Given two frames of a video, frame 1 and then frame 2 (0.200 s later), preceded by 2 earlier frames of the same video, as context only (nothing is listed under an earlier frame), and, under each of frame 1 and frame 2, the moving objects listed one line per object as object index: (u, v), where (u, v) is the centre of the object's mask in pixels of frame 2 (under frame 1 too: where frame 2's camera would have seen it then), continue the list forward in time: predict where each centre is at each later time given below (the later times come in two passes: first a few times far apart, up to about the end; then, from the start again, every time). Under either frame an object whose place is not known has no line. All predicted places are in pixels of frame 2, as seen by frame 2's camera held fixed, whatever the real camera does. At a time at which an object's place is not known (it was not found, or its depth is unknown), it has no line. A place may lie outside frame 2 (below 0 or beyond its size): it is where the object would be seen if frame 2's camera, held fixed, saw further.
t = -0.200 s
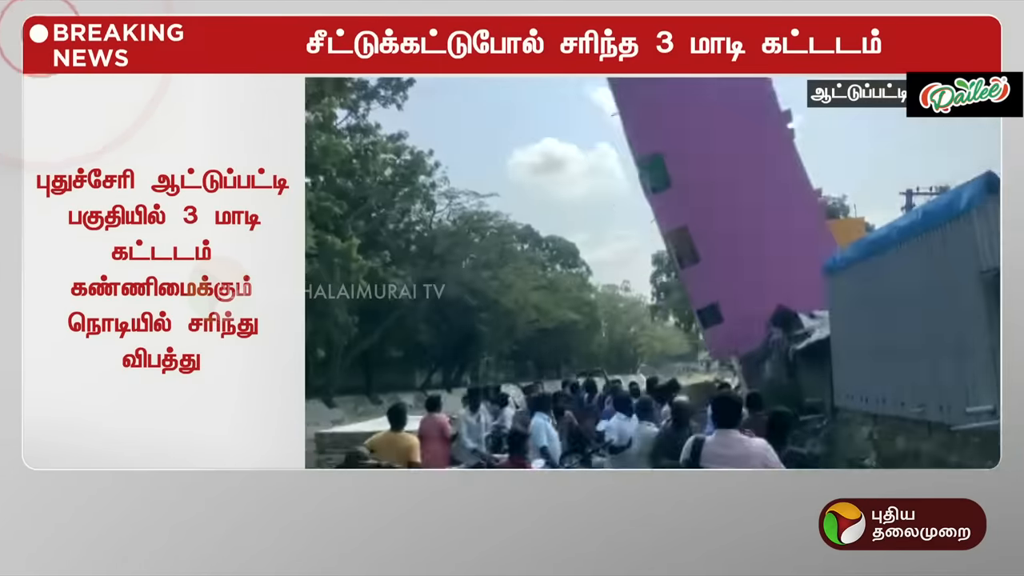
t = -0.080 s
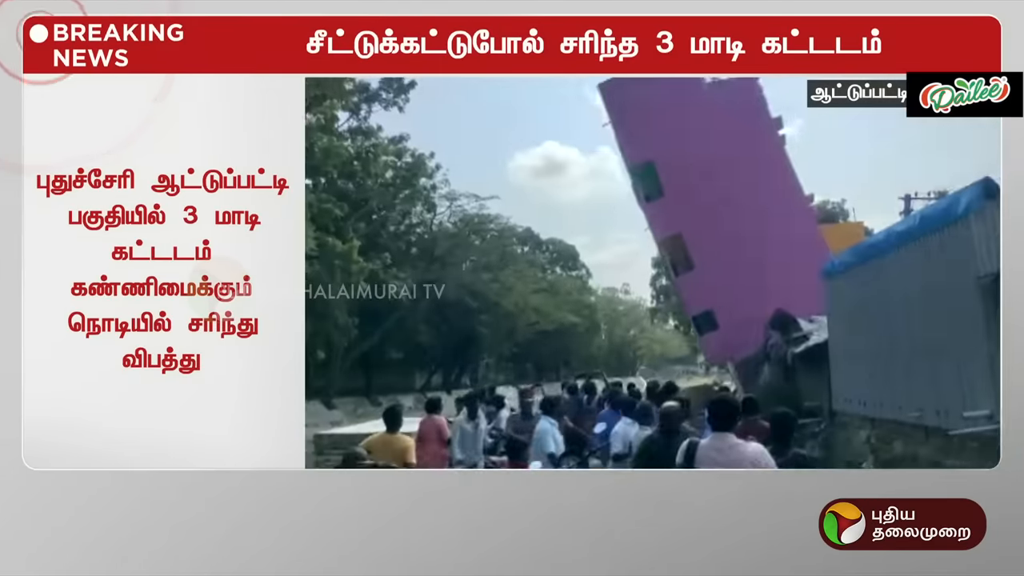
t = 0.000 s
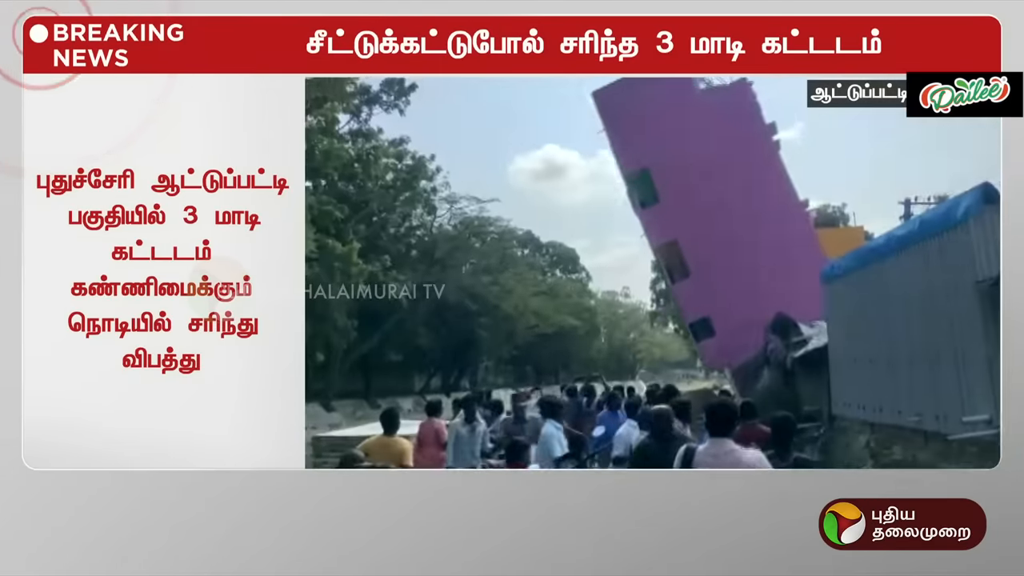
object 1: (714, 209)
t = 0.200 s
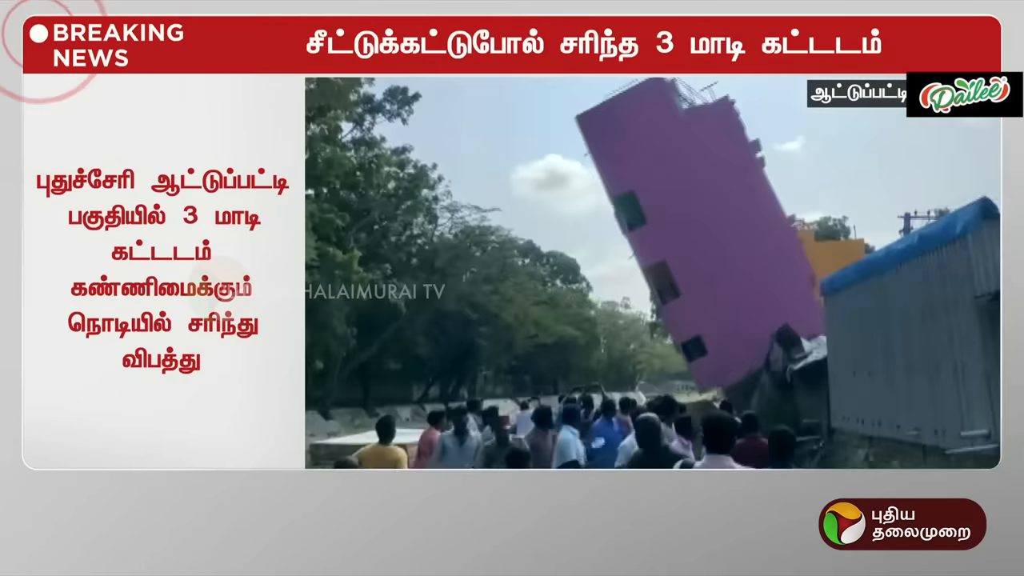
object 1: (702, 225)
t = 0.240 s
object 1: (699, 228)
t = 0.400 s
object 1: (689, 241)
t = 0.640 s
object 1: (672, 256)
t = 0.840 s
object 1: (656, 264)
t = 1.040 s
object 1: (639, 271)
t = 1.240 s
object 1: (626, 276)
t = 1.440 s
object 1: (625, 282)
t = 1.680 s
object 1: (611, 301)
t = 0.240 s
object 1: (699, 228)
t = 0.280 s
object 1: (697, 231)
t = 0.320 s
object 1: (694, 235)
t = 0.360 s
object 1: (692, 238)
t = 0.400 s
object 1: (689, 241)
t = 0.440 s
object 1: (687, 244)
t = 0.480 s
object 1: (683, 247)
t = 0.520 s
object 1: (681, 250)
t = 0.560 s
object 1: (678, 252)
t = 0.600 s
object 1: (675, 254)
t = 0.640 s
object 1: (672, 256)
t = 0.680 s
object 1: (669, 257)
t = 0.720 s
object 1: (666, 259)
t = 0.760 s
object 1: (663, 261)
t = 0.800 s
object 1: (660, 262)
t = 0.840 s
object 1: (656, 264)
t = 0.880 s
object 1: (652, 266)
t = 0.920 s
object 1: (649, 267)
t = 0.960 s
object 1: (646, 268)
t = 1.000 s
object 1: (642, 270)
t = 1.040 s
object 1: (639, 271)
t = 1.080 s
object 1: (636, 272)
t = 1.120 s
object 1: (633, 272)
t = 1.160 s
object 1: (630, 274)
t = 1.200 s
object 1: (628, 275)
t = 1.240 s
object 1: (626, 276)
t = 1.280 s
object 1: (624, 277)
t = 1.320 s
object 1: (624, 277)
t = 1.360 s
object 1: (622, 278)
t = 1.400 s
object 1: (626, 280)
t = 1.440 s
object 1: (625, 282)
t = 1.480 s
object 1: (622, 285)
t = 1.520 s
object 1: (618, 288)
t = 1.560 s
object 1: (616, 292)
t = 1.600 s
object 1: (614, 295)
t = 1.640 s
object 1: (612, 298)
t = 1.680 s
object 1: (611, 301)
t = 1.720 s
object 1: (610, 303)
